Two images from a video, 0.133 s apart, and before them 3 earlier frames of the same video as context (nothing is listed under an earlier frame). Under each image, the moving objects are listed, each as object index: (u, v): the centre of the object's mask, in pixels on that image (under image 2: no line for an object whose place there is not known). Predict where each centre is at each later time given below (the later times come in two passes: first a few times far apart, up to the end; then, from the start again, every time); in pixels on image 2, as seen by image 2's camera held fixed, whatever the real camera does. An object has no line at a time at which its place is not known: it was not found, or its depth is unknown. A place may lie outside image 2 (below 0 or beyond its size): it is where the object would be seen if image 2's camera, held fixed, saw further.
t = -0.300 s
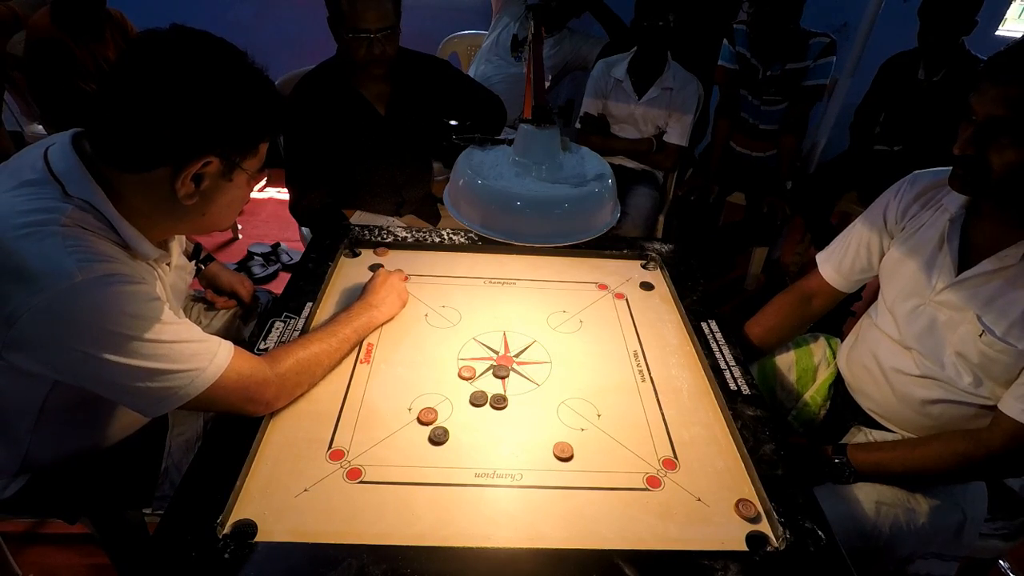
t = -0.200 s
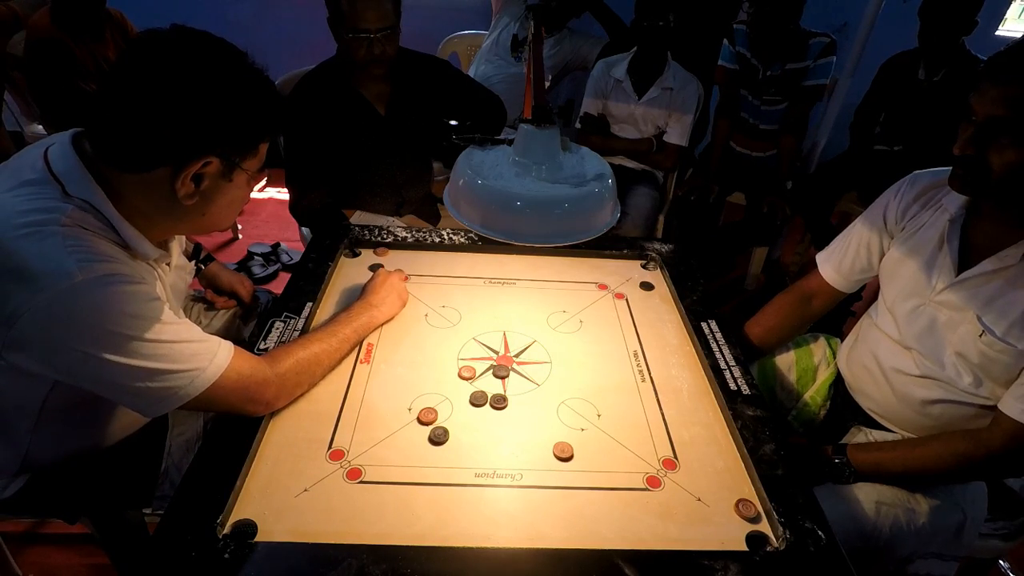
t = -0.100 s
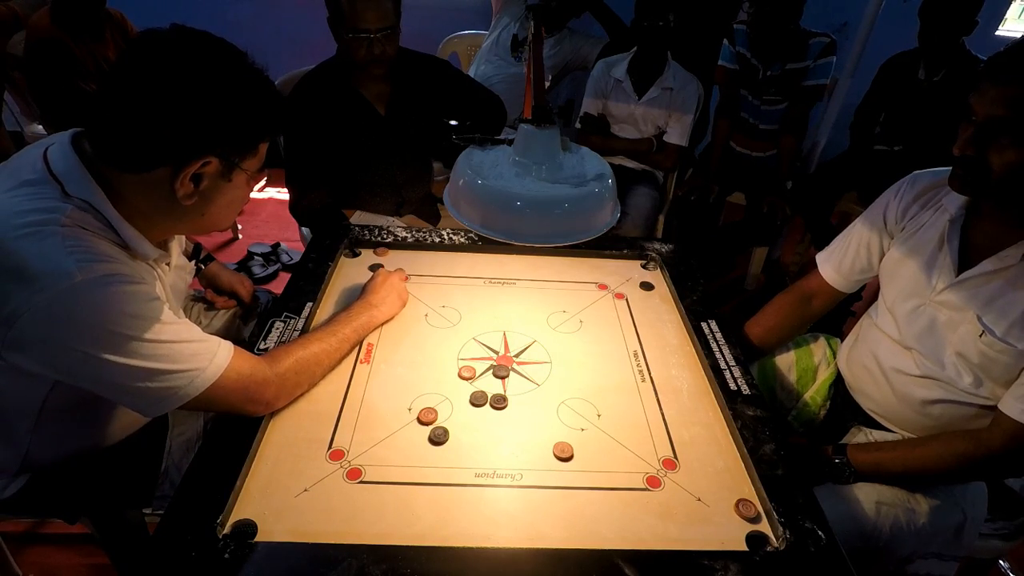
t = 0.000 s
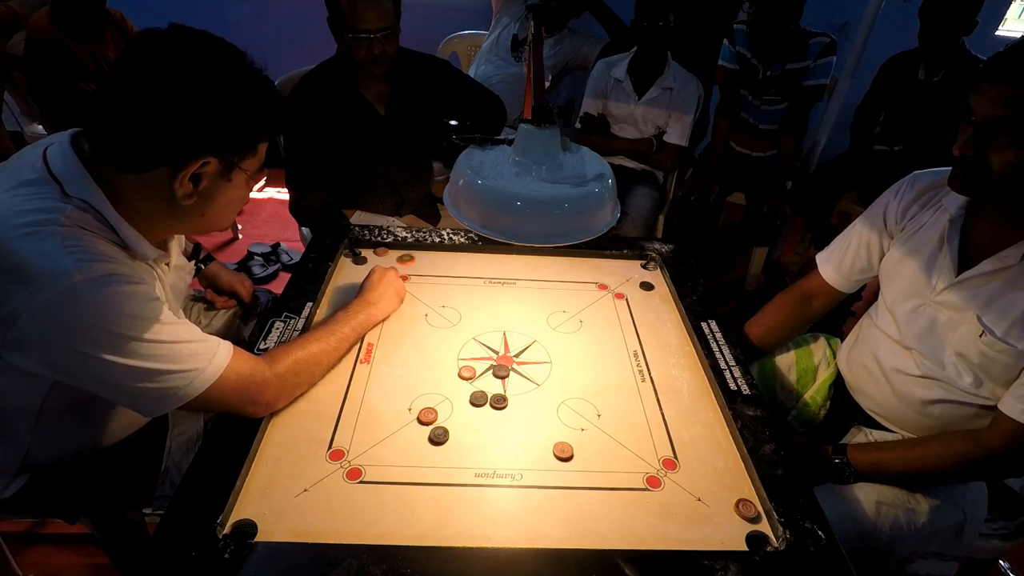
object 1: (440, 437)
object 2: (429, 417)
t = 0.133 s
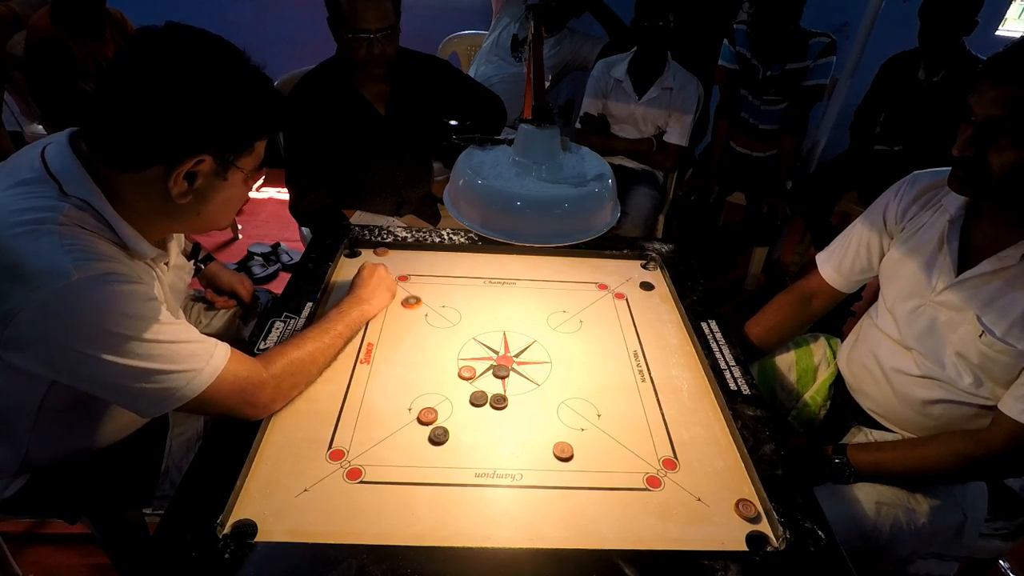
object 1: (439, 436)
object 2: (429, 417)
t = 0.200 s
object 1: (439, 436)
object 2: (429, 417)
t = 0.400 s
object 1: (439, 436)
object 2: (429, 417)
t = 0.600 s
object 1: (488, 529)
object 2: (436, 454)
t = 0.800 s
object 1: (510, 497)
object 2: (441, 466)
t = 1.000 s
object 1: (515, 477)
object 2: (440, 466)
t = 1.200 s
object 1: (515, 477)
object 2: (440, 466)
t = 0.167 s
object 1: (439, 436)
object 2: (429, 417)
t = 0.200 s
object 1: (439, 436)
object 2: (429, 417)
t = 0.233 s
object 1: (439, 436)
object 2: (429, 417)
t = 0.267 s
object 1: (439, 436)
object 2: (429, 417)
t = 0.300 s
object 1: (439, 436)
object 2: (429, 417)
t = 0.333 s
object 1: (439, 436)
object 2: (429, 417)
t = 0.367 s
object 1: (439, 436)
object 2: (429, 417)
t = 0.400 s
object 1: (439, 436)
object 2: (429, 417)
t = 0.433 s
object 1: (443, 444)
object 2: (429, 423)
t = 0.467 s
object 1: (452, 461)
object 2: (431, 430)
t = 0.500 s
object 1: (461, 478)
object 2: (432, 437)
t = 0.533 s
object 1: (470, 495)
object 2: (434, 444)
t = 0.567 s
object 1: (479, 511)
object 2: (435, 449)
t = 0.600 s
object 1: (488, 529)
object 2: (436, 454)
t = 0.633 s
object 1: (497, 540)
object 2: (438, 458)
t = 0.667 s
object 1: (500, 532)
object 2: (439, 461)
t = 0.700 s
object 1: (503, 522)
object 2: (439, 463)
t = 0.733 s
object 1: (506, 512)
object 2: (440, 465)
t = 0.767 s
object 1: (508, 504)
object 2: (441, 466)
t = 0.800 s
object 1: (510, 497)
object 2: (441, 466)
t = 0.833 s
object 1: (512, 491)
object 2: (440, 466)
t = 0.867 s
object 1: (513, 487)
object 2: (440, 466)
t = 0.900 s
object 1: (514, 483)
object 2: (440, 466)
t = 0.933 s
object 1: (515, 480)
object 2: (440, 466)
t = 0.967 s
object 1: (515, 478)
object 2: (440, 466)
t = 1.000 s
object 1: (515, 477)
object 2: (440, 466)
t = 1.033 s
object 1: (515, 477)
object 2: (440, 466)
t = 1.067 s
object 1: (515, 477)
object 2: (440, 466)
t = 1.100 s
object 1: (515, 477)
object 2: (440, 466)
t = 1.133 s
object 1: (515, 477)
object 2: (440, 466)
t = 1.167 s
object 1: (515, 477)
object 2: (440, 466)
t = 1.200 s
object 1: (515, 477)
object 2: (440, 466)
